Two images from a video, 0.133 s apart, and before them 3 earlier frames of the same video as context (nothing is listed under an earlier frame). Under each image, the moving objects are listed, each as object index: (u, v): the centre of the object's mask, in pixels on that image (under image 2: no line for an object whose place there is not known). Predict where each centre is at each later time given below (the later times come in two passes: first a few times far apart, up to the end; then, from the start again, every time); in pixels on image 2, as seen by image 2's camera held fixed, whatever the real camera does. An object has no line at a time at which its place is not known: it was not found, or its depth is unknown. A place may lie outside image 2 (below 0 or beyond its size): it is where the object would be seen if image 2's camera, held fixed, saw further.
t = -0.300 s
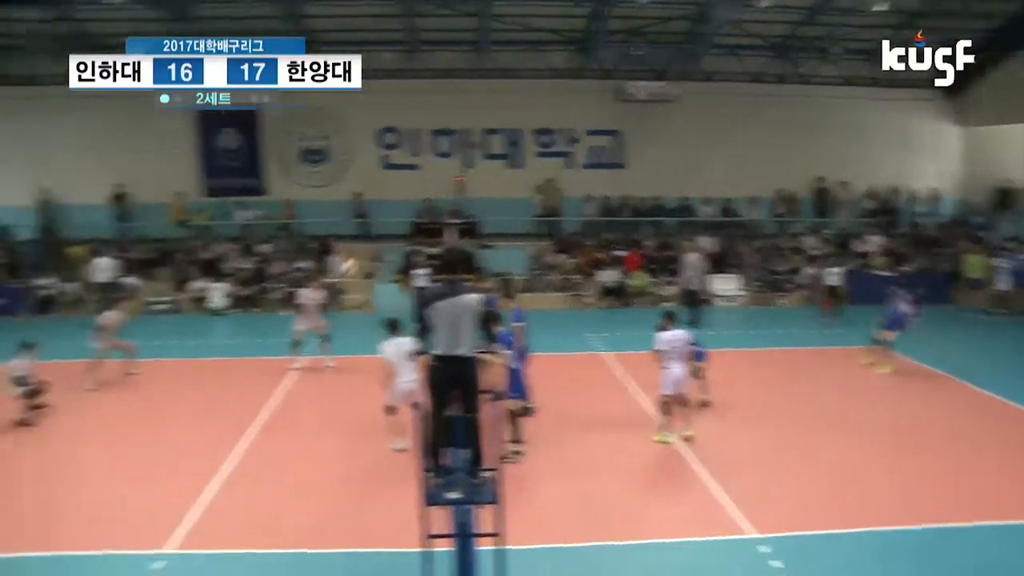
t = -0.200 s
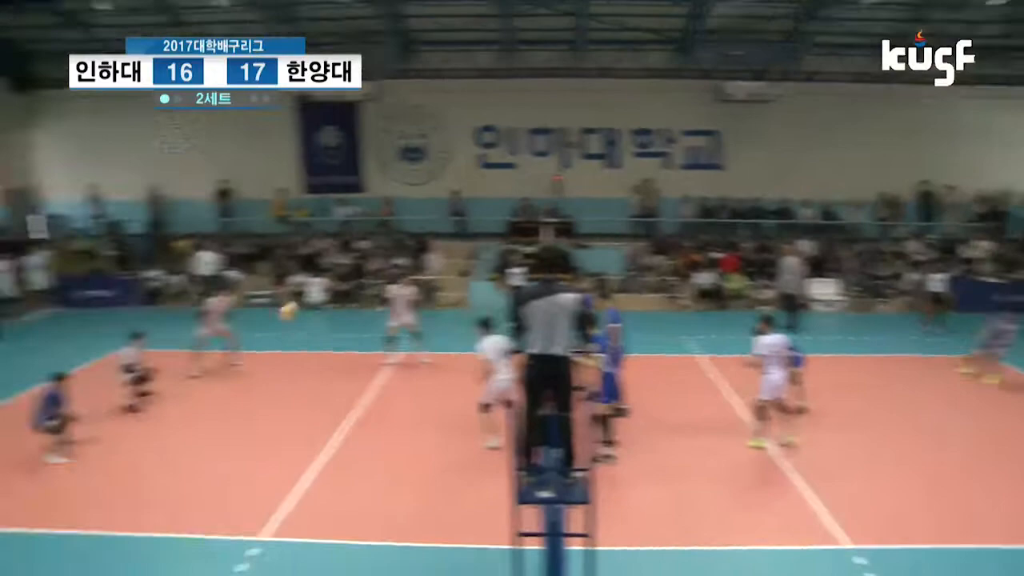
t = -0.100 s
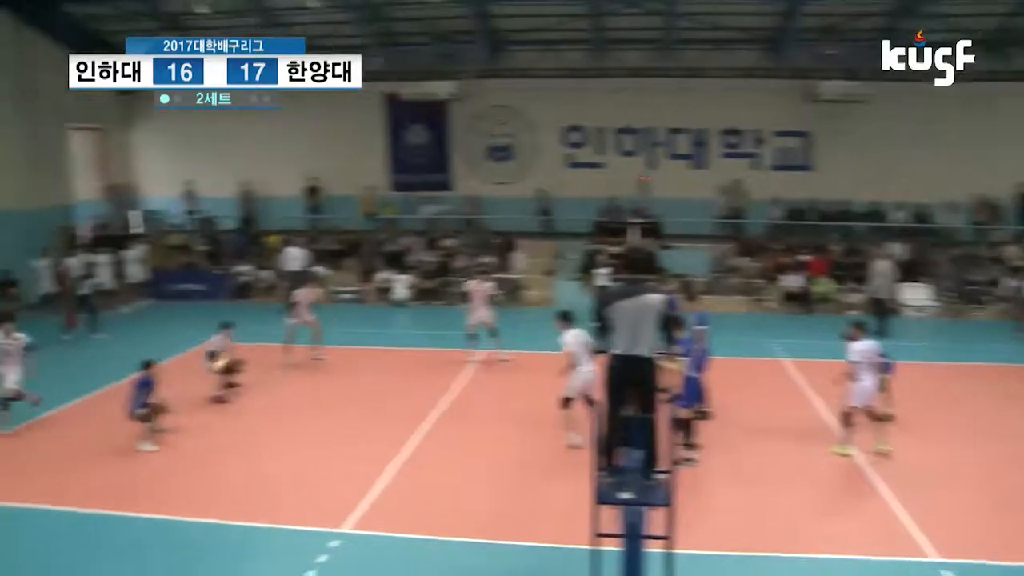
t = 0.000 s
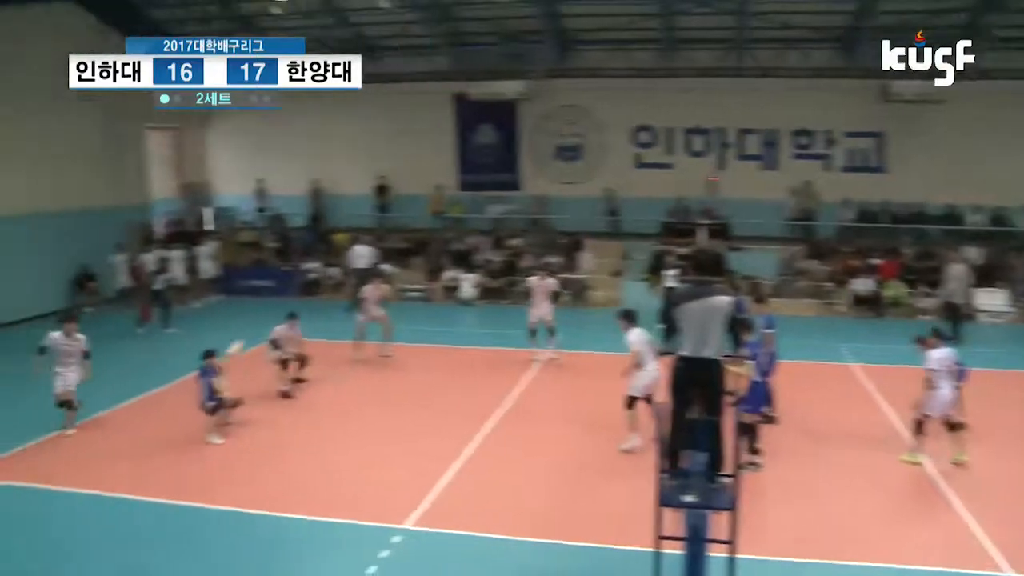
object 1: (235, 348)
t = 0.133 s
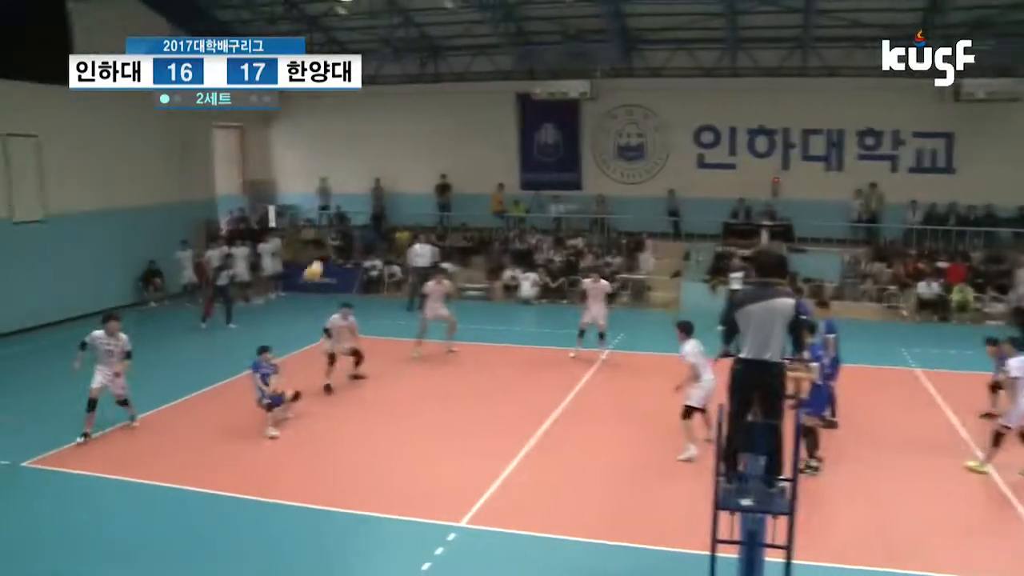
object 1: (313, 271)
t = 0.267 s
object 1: (334, 204)
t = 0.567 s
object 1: (386, 82)
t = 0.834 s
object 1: (439, 25)
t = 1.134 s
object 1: (509, 34)
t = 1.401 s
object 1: (581, 128)
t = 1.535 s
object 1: (623, 214)
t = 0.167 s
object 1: (319, 253)
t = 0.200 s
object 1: (323, 237)
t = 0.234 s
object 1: (329, 221)
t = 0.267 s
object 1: (334, 204)
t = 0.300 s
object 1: (338, 186)
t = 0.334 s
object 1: (344, 172)
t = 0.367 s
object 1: (351, 157)
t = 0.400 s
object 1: (355, 144)
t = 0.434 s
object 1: (362, 130)
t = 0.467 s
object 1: (368, 116)
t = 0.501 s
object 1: (373, 104)
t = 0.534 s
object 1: (380, 94)
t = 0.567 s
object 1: (386, 82)
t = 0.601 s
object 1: (392, 72)
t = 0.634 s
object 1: (399, 64)
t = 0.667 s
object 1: (405, 55)
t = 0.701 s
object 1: (411, 47)
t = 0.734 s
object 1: (418, 40)
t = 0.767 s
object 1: (425, 35)
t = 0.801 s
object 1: (432, 30)
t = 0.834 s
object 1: (439, 25)
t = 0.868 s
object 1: (446, 21)
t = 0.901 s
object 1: (453, 18)
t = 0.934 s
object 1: (461, 18)
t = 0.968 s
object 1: (469, 18)
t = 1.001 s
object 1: (476, 18)
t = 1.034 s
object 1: (484, 21)
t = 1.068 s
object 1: (493, 24)
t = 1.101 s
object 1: (500, 28)
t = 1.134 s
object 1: (509, 34)
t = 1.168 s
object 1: (518, 41)
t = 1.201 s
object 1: (526, 48)
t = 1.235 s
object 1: (535, 58)
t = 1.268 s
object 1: (544, 69)
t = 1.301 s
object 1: (554, 79)
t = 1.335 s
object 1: (562, 97)
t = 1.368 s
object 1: (572, 112)
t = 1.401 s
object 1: (581, 128)
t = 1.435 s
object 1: (591, 146)
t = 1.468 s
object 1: (604, 167)
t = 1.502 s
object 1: (613, 190)
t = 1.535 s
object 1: (623, 214)
